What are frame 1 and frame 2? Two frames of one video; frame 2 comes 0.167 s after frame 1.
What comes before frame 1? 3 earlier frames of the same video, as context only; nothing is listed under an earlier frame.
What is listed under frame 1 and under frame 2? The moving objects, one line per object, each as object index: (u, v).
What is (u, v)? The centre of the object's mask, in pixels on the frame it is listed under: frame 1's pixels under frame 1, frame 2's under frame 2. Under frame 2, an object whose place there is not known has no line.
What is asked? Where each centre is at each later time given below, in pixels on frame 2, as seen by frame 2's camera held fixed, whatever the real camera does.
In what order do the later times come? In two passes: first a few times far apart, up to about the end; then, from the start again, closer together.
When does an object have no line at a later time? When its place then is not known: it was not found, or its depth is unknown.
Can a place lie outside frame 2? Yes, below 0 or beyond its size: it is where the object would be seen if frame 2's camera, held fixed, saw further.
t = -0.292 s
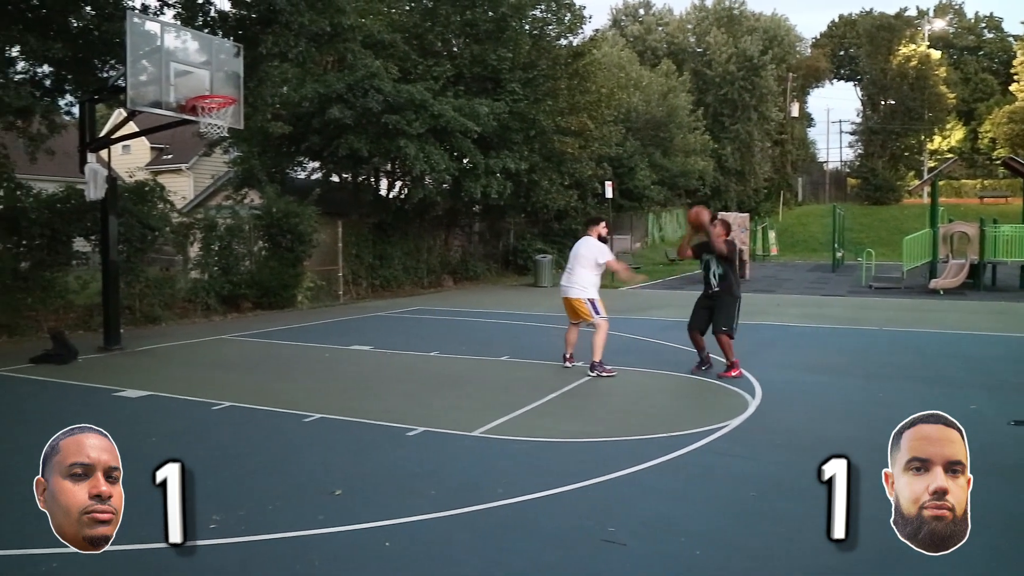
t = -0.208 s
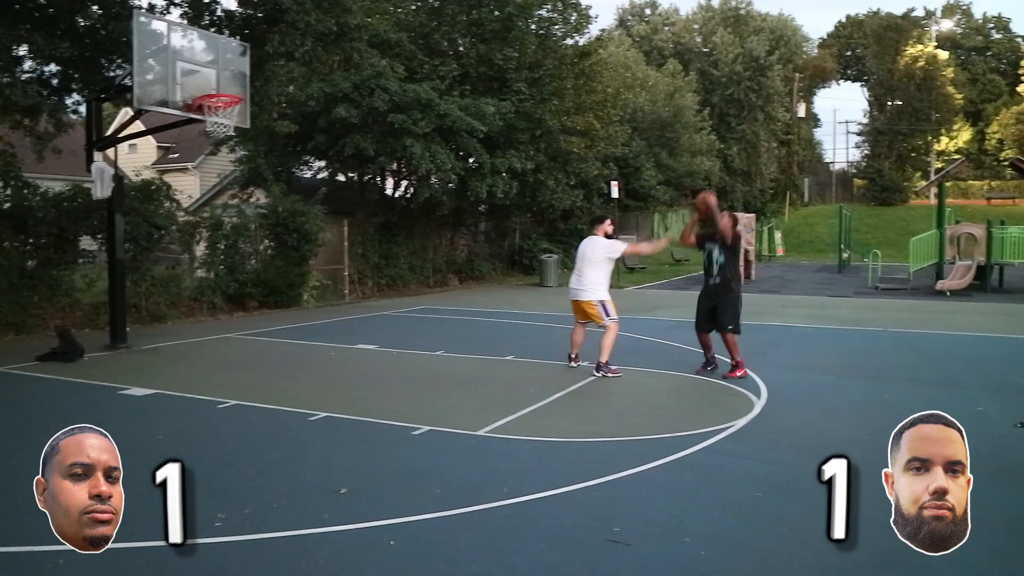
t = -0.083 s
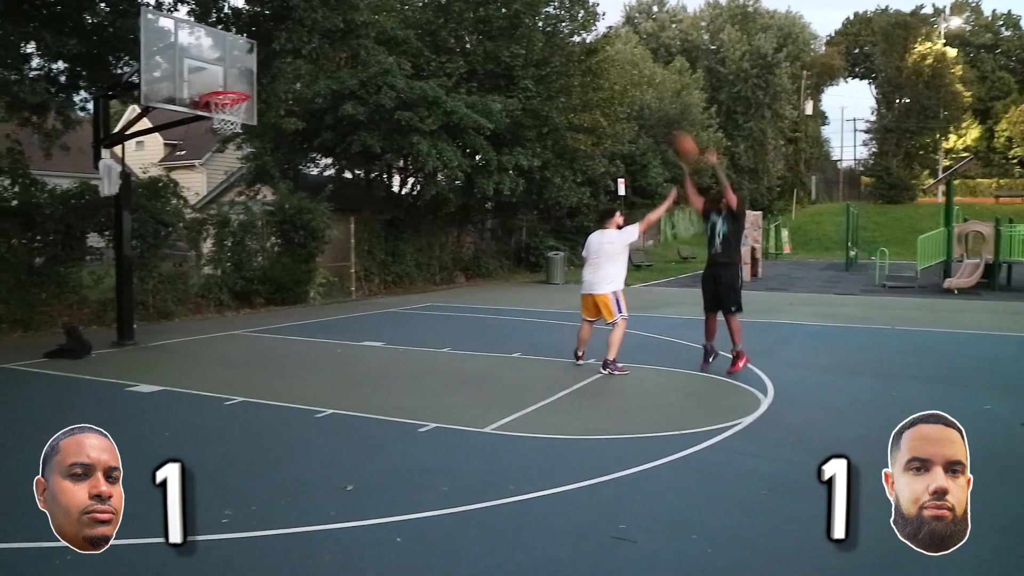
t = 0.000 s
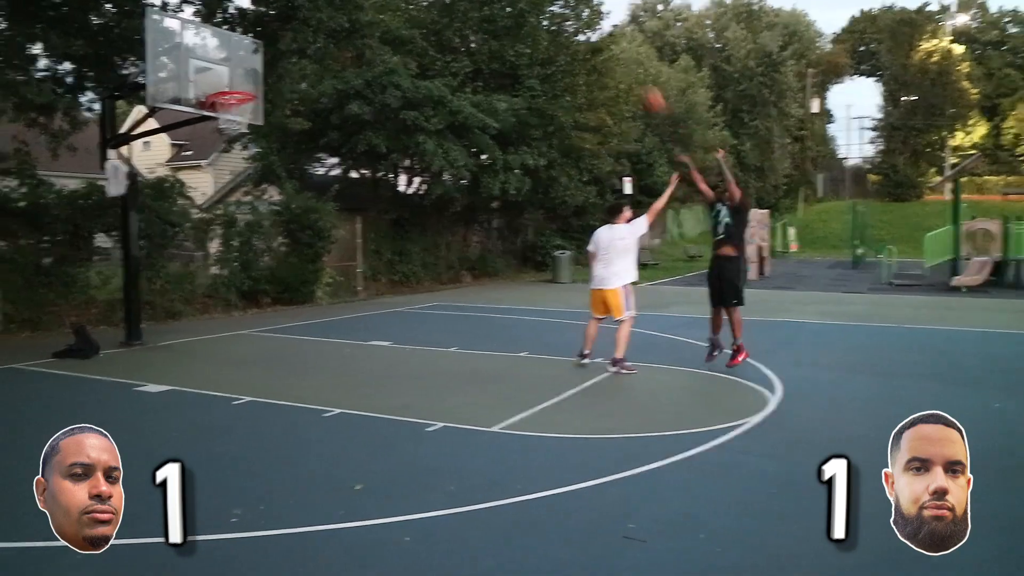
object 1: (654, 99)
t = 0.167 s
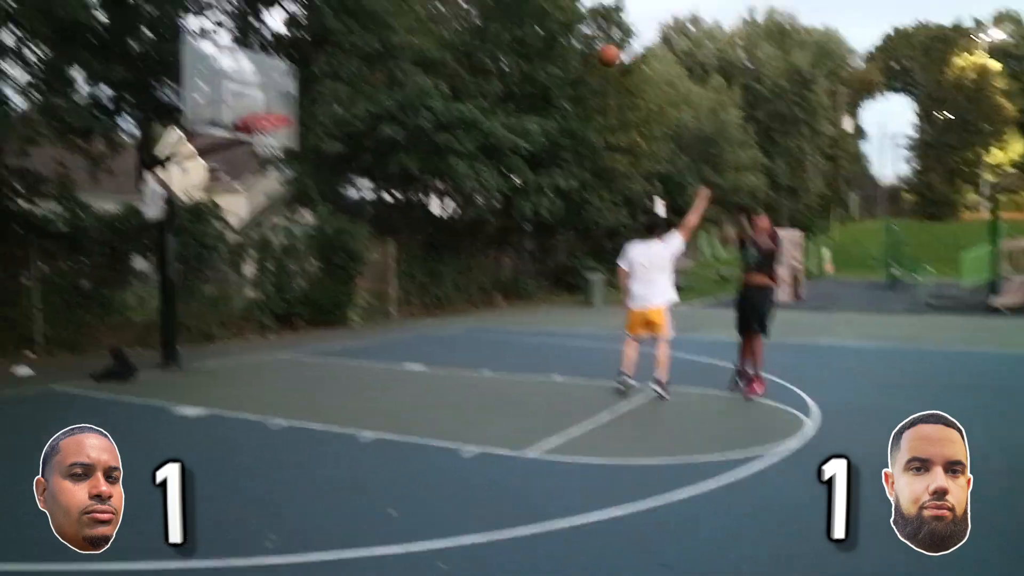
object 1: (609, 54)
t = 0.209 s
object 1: (591, 42)
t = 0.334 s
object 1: (538, 16)
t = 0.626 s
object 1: (421, 11)
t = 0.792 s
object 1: (359, 39)
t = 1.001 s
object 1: (282, 106)
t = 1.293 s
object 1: (284, 141)
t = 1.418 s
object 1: (289, 148)
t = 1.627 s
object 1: (295, 191)
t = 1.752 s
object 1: (296, 232)
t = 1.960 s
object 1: (304, 324)
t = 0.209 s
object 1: (591, 42)
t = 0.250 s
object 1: (574, 31)
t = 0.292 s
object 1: (557, 23)
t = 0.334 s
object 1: (538, 16)
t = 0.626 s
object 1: (421, 11)
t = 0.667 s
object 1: (405, 16)
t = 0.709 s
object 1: (389, 22)
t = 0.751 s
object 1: (374, 30)
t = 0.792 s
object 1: (359, 39)
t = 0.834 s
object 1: (343, 50)
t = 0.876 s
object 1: (327, 61)
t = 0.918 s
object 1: (312, 76)
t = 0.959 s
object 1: (298, 91)
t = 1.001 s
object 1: (282, 106)
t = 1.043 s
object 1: (275, 116)
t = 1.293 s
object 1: (284, 141)
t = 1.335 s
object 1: (288, 142)
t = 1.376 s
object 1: (288, 144)
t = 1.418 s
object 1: (289, 148)
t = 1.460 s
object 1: (291, 154)
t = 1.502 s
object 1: (290, 164)
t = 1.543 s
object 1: (292, 170)
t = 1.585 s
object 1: (293, 180)
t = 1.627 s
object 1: (295, 191)
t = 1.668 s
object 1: (296, 201)
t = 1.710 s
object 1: (295, 216)
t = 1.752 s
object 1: (296, 232)
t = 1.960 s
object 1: (304, 324)
